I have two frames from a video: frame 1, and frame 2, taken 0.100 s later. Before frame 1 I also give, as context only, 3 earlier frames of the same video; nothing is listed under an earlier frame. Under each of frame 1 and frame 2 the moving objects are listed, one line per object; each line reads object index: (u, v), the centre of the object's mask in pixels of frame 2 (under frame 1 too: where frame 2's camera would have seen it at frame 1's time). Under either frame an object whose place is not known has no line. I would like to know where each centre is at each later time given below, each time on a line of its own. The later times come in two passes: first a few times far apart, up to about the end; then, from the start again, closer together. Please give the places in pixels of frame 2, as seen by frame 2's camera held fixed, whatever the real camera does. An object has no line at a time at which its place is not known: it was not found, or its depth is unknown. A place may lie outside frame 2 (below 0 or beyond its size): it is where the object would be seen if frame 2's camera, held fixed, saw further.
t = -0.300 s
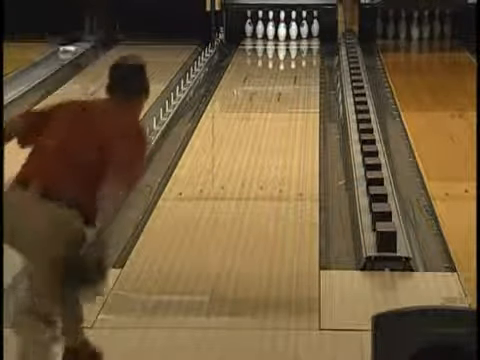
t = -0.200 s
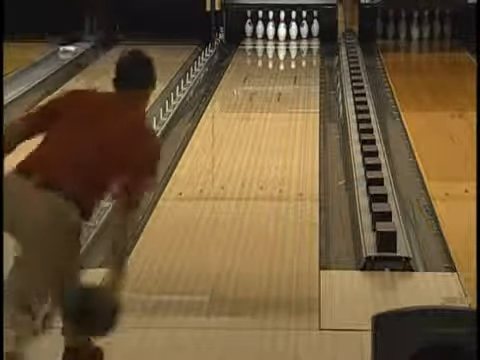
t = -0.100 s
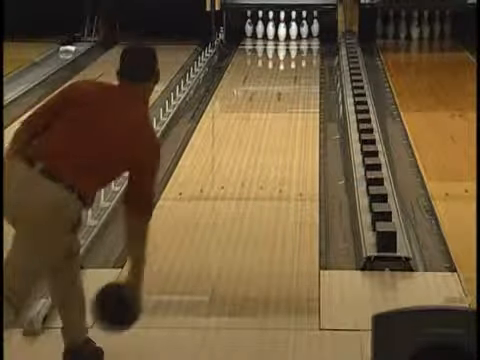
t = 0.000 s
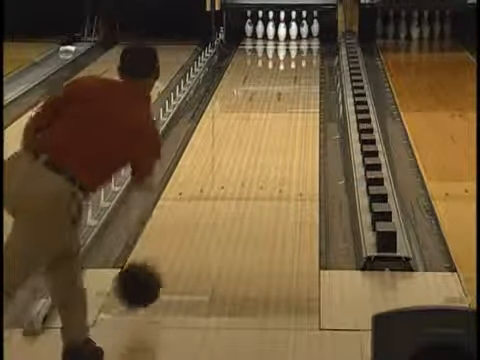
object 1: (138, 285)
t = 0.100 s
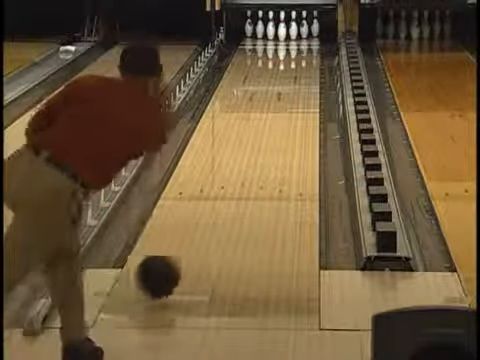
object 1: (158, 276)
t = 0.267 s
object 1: (186, 244)
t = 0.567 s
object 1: (224, 198)
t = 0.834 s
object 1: (251, 166)
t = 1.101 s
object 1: (271, 140)
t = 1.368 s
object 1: (287, 119)
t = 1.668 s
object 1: (302, 99)
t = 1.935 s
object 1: (310, 84)
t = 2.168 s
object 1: (312, 72)
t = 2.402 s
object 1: (311, 63)
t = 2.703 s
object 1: (306, 54)
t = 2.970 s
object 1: (297, 45)
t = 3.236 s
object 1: (291, 38)
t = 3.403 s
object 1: (285, 33)
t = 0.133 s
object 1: (164, 269)
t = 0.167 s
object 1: (169, 262)
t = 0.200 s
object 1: (175, 256)
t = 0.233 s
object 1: (181, 250)
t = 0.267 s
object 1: (186, 244)
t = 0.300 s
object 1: (191, 238)
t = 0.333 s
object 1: (196, 233)
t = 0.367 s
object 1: (200, 227)
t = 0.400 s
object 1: (204, 222)
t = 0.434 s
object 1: (209, 217)
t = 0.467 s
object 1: (213, 212)
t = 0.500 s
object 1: (217, 208)
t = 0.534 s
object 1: (221, 203)
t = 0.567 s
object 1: (224, 198)
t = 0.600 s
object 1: (228, 193)
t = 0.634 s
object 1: (231, 189)
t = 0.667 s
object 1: (235, 185)
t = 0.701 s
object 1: (238, 181)
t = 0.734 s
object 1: (241, 177)
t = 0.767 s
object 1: (244, 174)
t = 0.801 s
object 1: (248, 170)
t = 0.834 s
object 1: (251, 166)
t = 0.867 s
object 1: (253, 162)
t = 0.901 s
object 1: (256, 159)
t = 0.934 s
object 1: (259, 156)
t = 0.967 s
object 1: (261, 153)
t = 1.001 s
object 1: (264, 149)
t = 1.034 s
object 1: (266, 146)
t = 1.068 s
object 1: (269, 143)
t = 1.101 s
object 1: (271, 140)
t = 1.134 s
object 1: (274, 137)
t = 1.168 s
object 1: (276, 134)
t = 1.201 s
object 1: (278, 132)
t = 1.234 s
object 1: (280, 129)
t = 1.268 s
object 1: (282, 126)
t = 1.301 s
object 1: (284, 123)
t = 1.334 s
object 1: (286, 121)
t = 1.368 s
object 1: (287, 119)
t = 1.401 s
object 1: (290, 116)
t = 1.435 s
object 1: (291, 114)
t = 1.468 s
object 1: (293, 112)
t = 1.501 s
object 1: (295, 109)
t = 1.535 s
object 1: (297, 107)
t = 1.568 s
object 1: (298, 104)
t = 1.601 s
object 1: (300, 102)
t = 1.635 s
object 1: (301, 100)
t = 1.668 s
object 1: (302, 99)
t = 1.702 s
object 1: (304, 96)
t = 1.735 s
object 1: (305, 94)
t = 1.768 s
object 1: (306, 92)
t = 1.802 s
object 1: (307, 90)
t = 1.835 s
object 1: (308, 89)
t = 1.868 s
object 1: (309, 88)
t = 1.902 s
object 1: (309, 86)
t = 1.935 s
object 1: (310, 84)
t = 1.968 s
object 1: (310, 82)
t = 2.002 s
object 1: (311, 81)
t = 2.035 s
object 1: (311, 80)
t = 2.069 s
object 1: (311, 78)
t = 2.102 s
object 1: (311, 77)
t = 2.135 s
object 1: (312, 75)
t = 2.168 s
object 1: (312, 72)
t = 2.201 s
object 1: (312, 72)
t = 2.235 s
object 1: (312, 69)
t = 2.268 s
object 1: (312, 67)
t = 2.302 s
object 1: (312, 66)
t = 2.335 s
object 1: (311, 65)
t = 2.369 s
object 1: (311, 65)
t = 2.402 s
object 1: (311, 63)
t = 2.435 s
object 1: (311, 60)
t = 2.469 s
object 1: (311, 60)
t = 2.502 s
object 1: (311, 57)
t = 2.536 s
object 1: (311, 58)
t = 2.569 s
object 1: (310, 57)
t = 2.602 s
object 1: (310, 56)
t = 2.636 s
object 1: (308, 55)
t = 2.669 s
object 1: (307, 54)
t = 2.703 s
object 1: (306, 54)
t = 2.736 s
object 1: (305, 51)
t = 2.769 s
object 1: (305, 51)
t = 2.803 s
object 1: (304, 49)
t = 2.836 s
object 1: (302, 48)
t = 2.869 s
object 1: (301, 48)
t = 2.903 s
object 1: (301, 47)
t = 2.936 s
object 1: (299, 46)
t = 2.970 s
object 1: (297, 45)
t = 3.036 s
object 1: (295, 43)
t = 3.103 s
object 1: (294, 41)
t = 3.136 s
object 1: (293, 40)
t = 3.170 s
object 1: (293, 40)
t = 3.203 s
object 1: (292, 39)
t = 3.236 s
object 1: (291, 38)
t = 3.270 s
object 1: (291, 38)
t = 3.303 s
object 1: (289, 36)
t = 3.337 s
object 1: (287, 35)
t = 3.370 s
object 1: (286, 34)
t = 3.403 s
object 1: (285, 33)
